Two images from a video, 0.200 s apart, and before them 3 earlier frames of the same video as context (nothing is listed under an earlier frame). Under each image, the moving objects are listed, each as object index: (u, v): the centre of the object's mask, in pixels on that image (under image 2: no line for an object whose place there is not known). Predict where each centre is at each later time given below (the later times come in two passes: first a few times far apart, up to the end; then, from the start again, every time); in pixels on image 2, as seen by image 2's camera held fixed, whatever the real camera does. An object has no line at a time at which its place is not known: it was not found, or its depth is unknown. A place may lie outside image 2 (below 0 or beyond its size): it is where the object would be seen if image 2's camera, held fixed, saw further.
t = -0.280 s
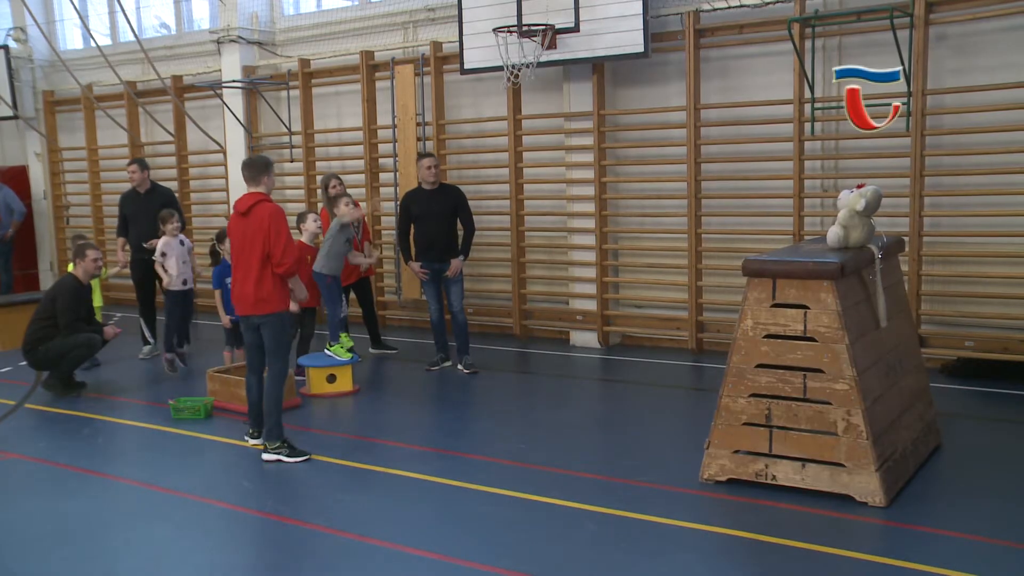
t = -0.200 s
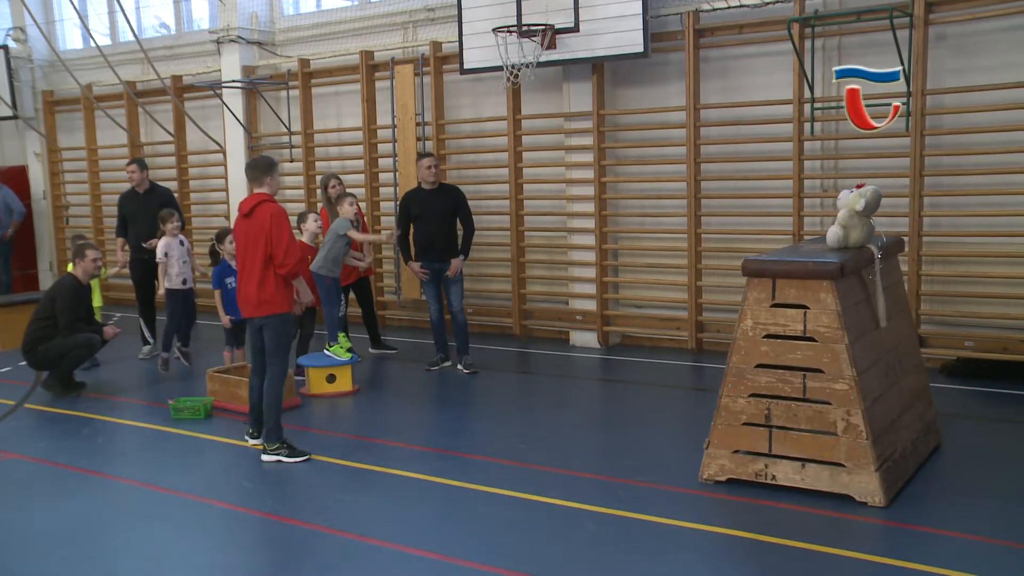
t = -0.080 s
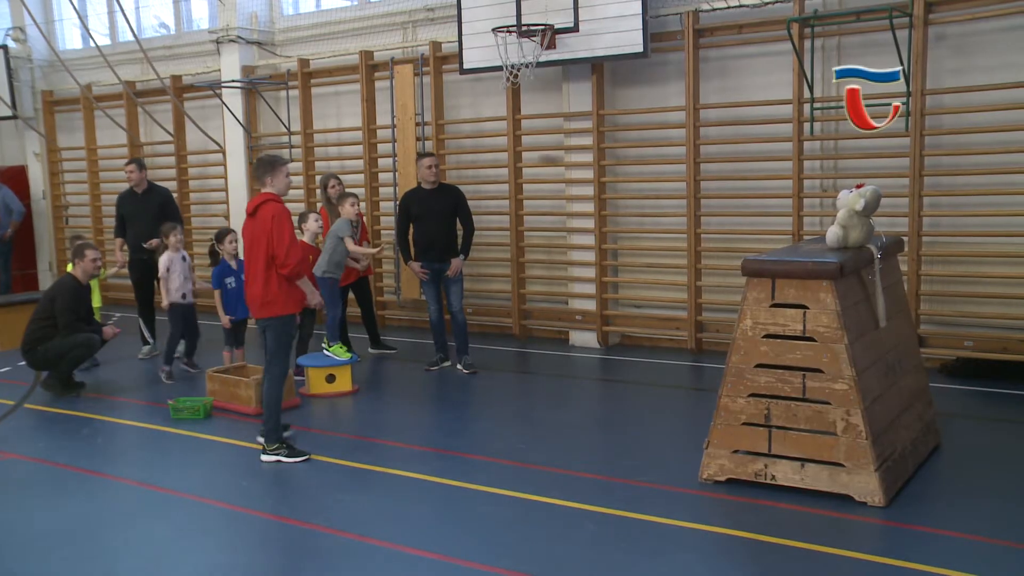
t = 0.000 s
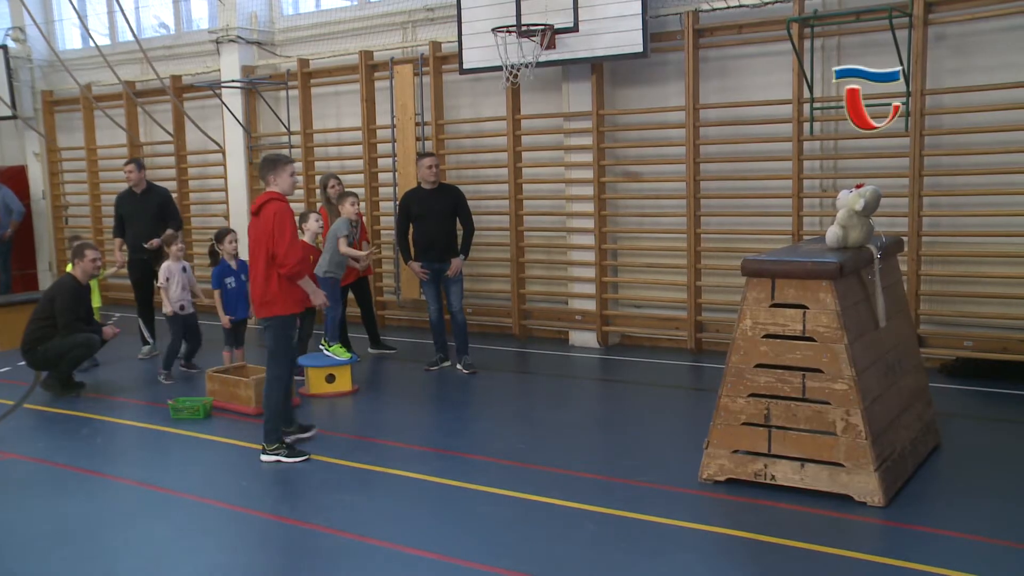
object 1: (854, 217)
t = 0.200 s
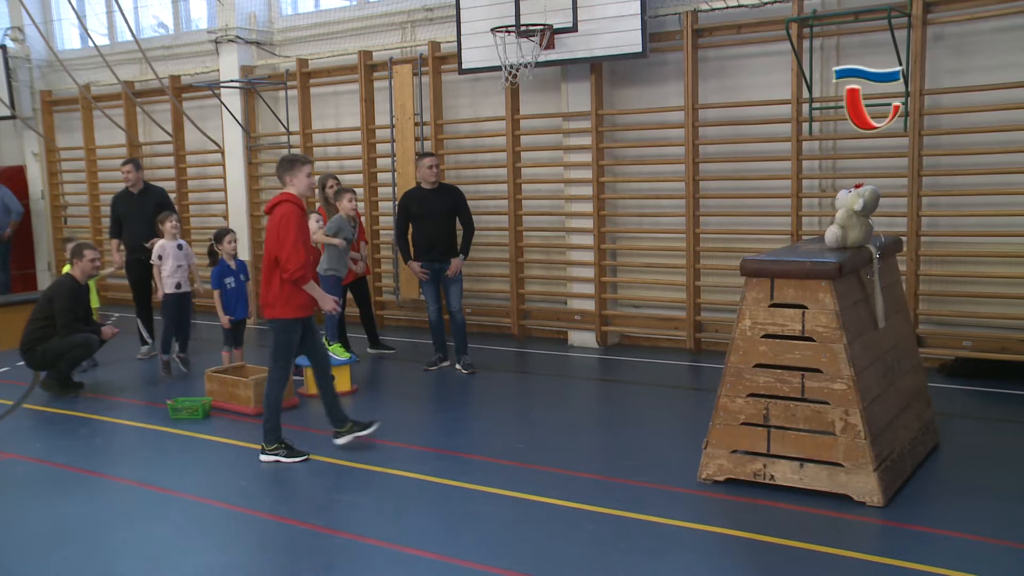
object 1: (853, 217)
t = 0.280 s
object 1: (860, 217)
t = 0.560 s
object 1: (885, 227)
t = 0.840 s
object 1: (921, 298)
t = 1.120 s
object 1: (949, 462)
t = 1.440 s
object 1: (943, 467)
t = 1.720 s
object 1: (945, 471)
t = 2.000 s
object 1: (946, 471)
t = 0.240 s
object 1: (857, 217)
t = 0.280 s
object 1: (860, 217)
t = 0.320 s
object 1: (863, 217)
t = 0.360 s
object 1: (866, 220)
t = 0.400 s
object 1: (869, 221)
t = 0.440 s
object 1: (873, 221)
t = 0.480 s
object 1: (877, 222)
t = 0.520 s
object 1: (881, 224)
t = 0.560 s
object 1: (885, 227)
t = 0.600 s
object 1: (890, 230)
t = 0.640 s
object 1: (895, 235)
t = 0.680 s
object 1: (900, 242)
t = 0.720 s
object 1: (905, 252)
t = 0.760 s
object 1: (910, 265)
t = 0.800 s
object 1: (915, 280)
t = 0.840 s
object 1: (921, 298)
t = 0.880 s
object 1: (925, 321)
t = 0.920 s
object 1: (930, 347)
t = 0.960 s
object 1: (935, 373)
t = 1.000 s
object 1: (938, 401)
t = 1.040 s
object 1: (941, 432)
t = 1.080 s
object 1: (947, 463)
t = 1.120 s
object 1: (949, 462)
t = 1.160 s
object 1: (947, 457)
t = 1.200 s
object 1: (944, 452)
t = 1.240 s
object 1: (943, 453)
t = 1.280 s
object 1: (942, 456)
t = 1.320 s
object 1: (942, 460)
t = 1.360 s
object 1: (941, 463)
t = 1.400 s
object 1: (942, 466)
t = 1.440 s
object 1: (943, 467)
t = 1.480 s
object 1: (944, 468)
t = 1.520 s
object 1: (944, 469)
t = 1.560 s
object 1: (945, 470)
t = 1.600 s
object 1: (945, 471)
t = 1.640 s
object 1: (946, 471)
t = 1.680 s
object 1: (945, 471)
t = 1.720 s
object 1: (945, 471)
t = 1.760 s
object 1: (945, 471)
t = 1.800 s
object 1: (945, 471)
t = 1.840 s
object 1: (945, 471)
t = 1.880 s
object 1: (945, 471)
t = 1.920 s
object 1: (945, 471)
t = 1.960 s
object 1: (945, 471)
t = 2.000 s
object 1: (946, 471)
